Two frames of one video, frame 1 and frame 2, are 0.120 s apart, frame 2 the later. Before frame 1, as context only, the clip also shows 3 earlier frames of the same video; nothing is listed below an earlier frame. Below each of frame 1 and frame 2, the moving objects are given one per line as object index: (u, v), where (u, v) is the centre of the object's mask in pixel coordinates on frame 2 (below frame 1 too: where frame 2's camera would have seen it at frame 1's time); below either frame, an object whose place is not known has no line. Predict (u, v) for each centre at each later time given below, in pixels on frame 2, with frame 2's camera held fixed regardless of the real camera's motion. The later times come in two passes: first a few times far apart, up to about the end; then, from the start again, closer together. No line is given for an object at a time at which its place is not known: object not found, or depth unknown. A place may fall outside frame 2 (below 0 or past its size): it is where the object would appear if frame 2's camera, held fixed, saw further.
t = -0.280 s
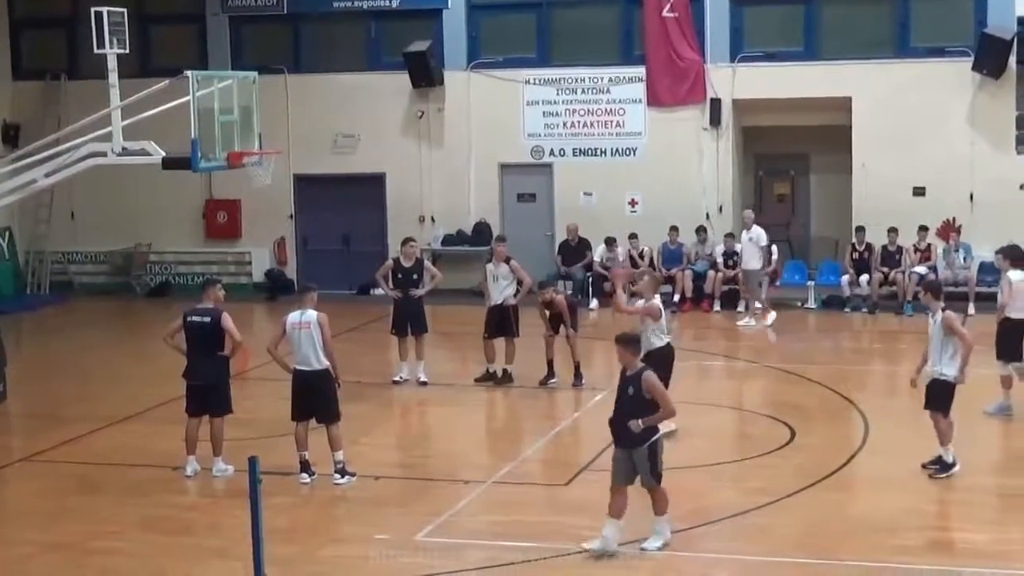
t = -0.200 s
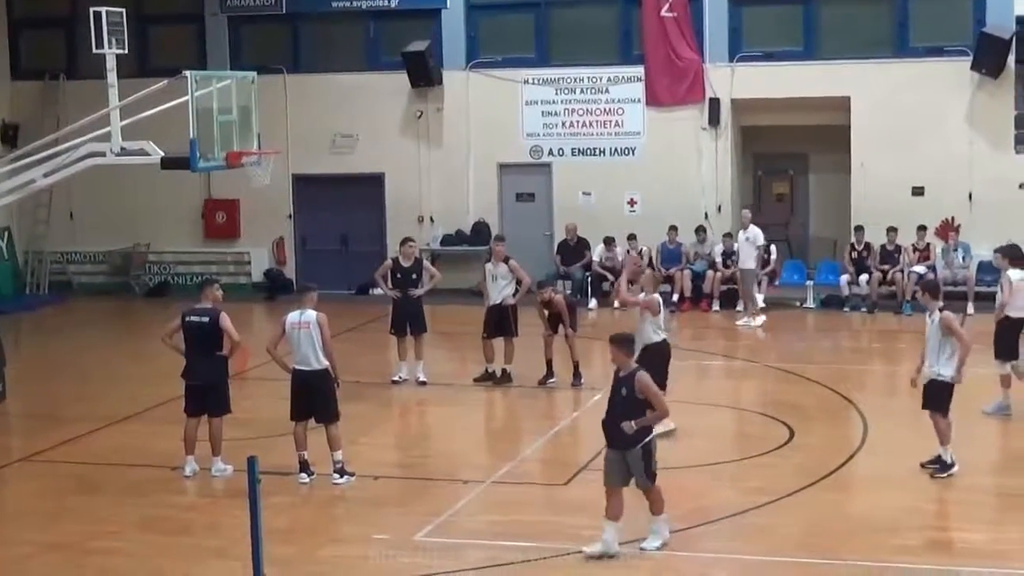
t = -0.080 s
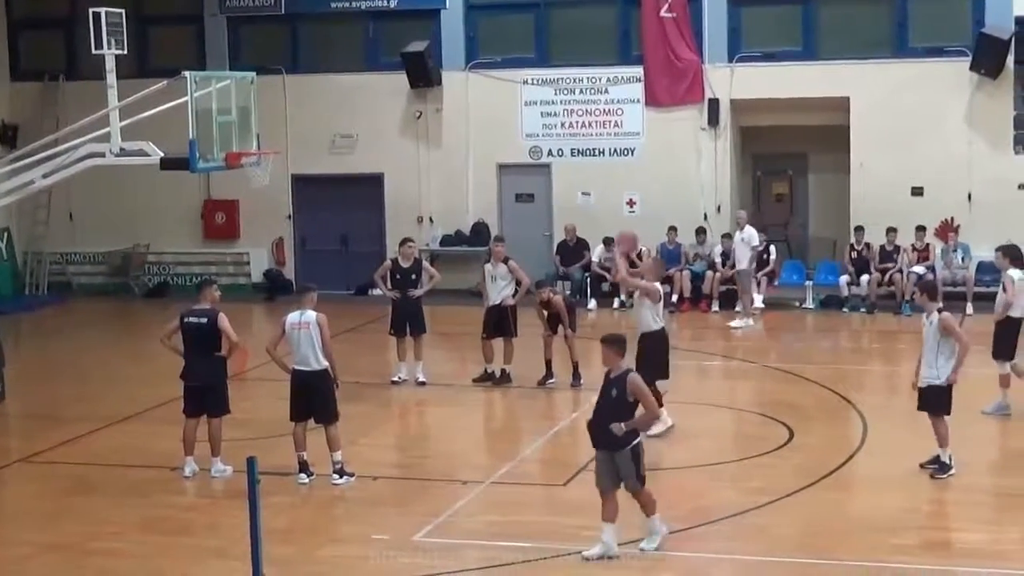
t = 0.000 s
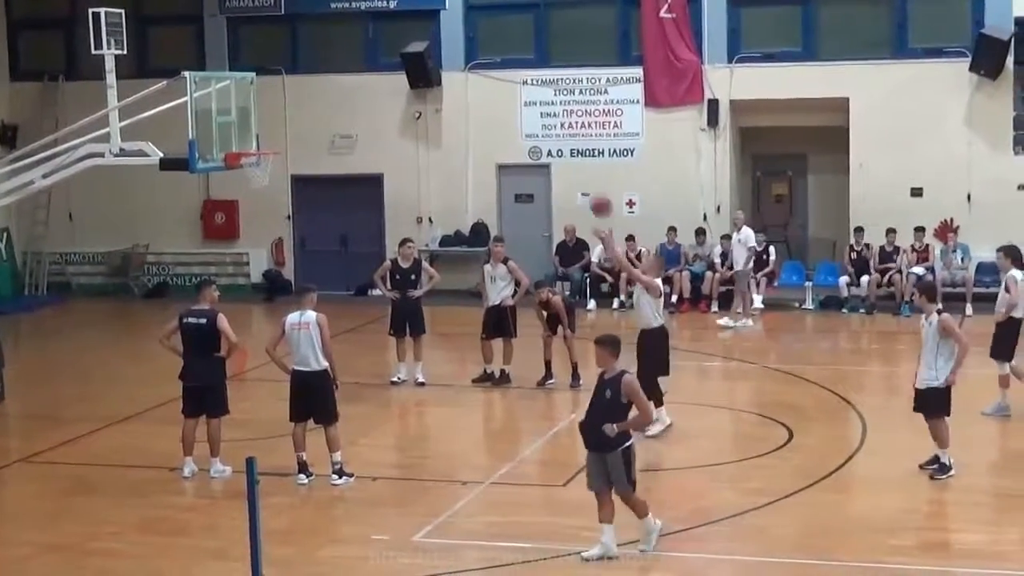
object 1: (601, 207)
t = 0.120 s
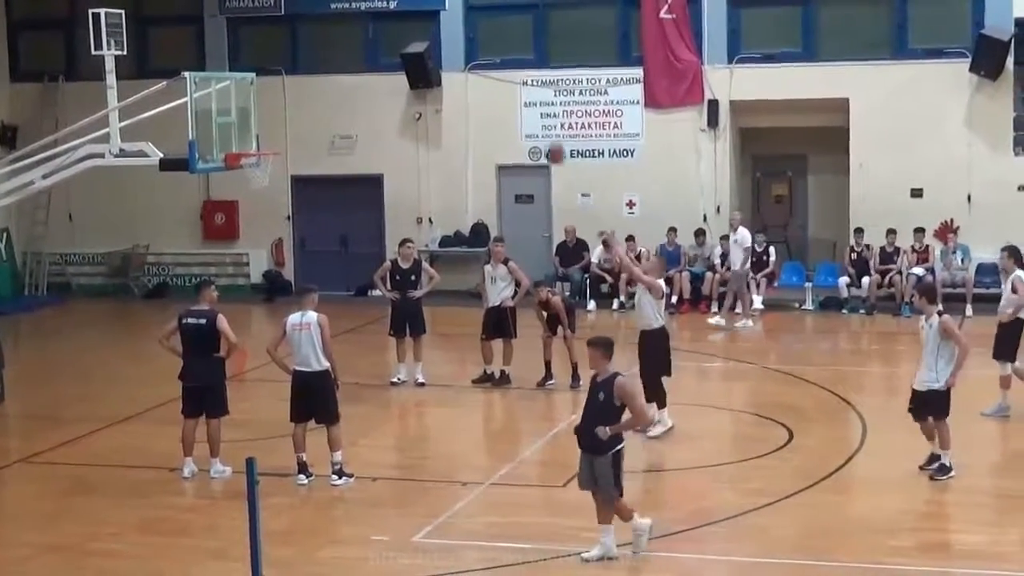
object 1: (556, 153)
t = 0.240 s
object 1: (509, 113)
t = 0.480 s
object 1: (422, 73)
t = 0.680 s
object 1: (352, 82)
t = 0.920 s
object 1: (274, 138)
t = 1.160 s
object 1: (249, 179)
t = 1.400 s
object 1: (257, 234)
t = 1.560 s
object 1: (268, 293)
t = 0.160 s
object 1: (539, 139)
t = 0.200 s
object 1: (524, 125)
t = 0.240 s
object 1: (509, 113)
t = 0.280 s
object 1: (494, 104)
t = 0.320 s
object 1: (479, 96)
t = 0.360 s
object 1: (465, 88)
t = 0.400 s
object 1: (452, 81)
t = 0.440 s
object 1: (439, 77)
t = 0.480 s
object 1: (422, 73)
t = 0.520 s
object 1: (408, 73)
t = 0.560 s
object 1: (393, 73)
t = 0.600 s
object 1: (380, 74)
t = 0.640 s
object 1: (366, 77)
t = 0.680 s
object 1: (352, 82)
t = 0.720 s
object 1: (339, 89)
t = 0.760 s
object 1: (325, 95)
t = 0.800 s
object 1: (312, 104)
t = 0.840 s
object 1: (299, 114)
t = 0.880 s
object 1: (286, 125)
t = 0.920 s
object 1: (274, 138)
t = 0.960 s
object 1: (261, 150)
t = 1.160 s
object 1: (249, 179)
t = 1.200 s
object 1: (250, 186)
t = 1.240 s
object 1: (252, 192)
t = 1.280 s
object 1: (253, 200)
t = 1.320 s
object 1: (255, 210)
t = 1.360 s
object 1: (257, 222)
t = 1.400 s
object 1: (257, 234)
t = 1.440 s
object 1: (260, 247)
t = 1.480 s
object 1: (261, 262)
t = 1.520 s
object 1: (263, 279)
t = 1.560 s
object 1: (268, 293)
